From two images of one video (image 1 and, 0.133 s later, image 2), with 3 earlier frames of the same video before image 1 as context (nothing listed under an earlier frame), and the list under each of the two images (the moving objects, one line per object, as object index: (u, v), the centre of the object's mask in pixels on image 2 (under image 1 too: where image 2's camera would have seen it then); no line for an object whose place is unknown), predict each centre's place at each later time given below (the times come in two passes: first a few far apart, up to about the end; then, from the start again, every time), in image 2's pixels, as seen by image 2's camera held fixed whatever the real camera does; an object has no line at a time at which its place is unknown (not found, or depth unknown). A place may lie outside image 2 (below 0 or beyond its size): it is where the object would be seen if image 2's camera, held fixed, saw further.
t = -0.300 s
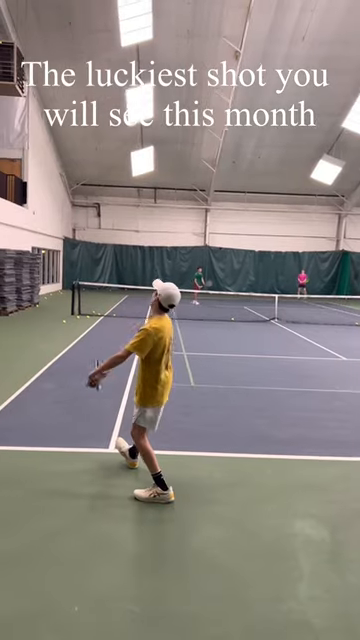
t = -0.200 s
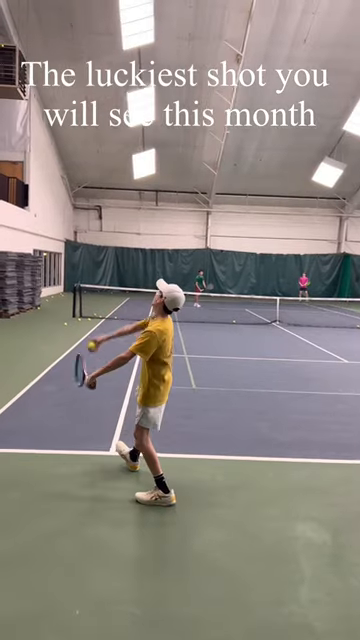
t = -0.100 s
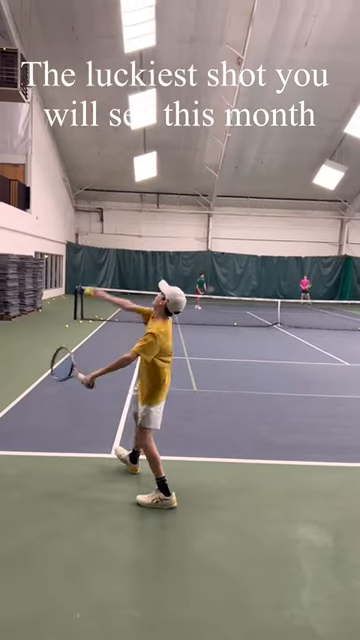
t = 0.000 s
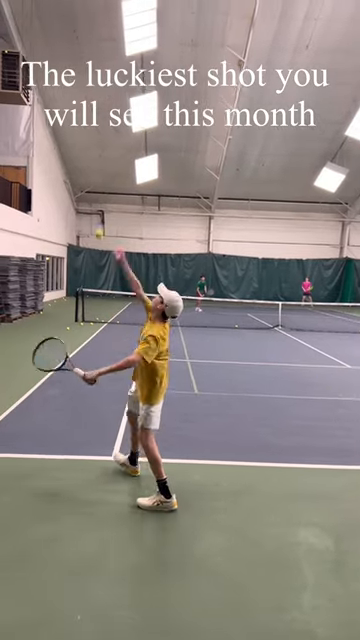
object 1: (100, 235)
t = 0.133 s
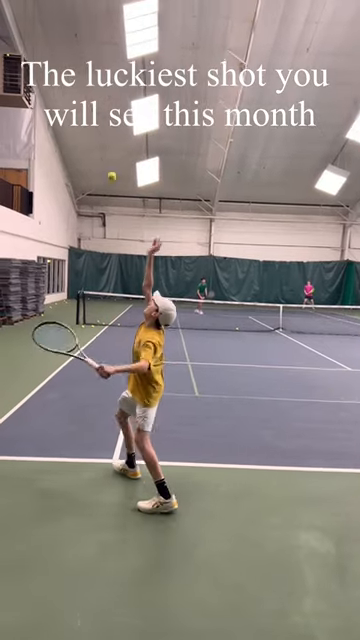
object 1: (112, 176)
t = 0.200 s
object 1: (117, 154)
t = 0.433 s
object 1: (135, 126)
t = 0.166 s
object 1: (115, 164)
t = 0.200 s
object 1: (117, 154)
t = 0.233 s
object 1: (120, 146)
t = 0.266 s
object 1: (123, 139)
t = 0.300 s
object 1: (125, 134)
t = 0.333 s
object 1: (128, 130)
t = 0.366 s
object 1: (128, 128)
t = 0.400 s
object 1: (132, 127)
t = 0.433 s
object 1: (135, 126)
